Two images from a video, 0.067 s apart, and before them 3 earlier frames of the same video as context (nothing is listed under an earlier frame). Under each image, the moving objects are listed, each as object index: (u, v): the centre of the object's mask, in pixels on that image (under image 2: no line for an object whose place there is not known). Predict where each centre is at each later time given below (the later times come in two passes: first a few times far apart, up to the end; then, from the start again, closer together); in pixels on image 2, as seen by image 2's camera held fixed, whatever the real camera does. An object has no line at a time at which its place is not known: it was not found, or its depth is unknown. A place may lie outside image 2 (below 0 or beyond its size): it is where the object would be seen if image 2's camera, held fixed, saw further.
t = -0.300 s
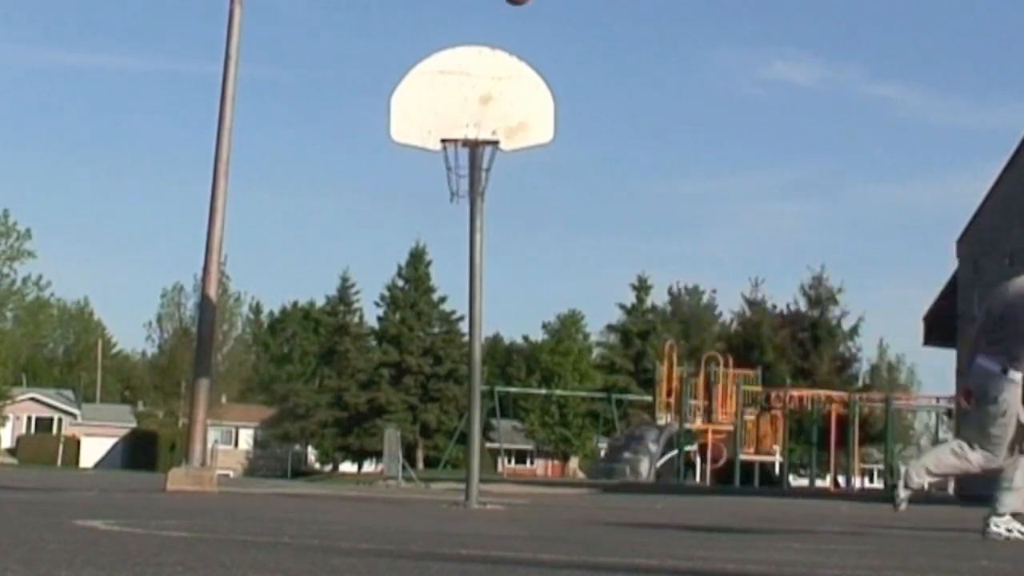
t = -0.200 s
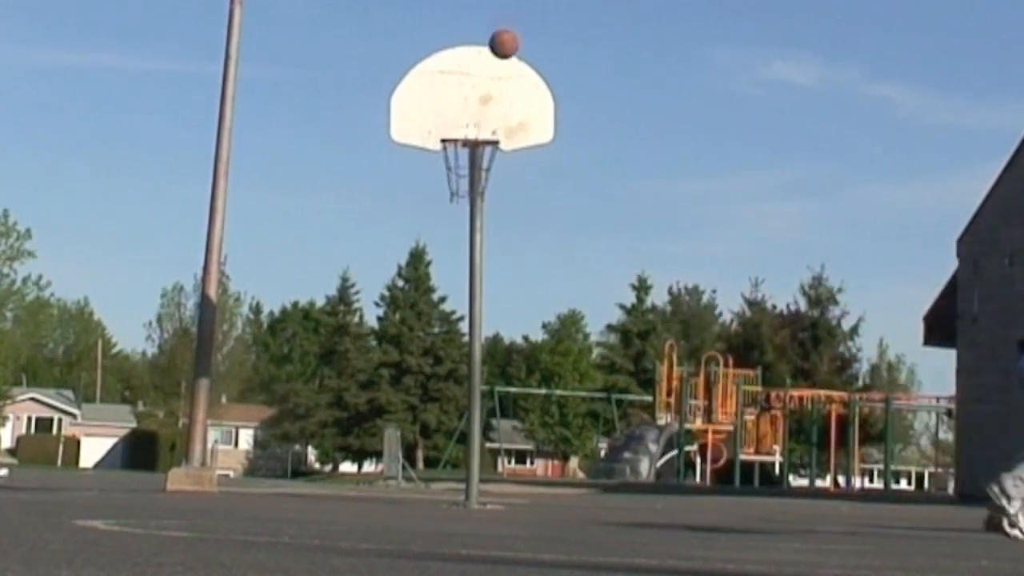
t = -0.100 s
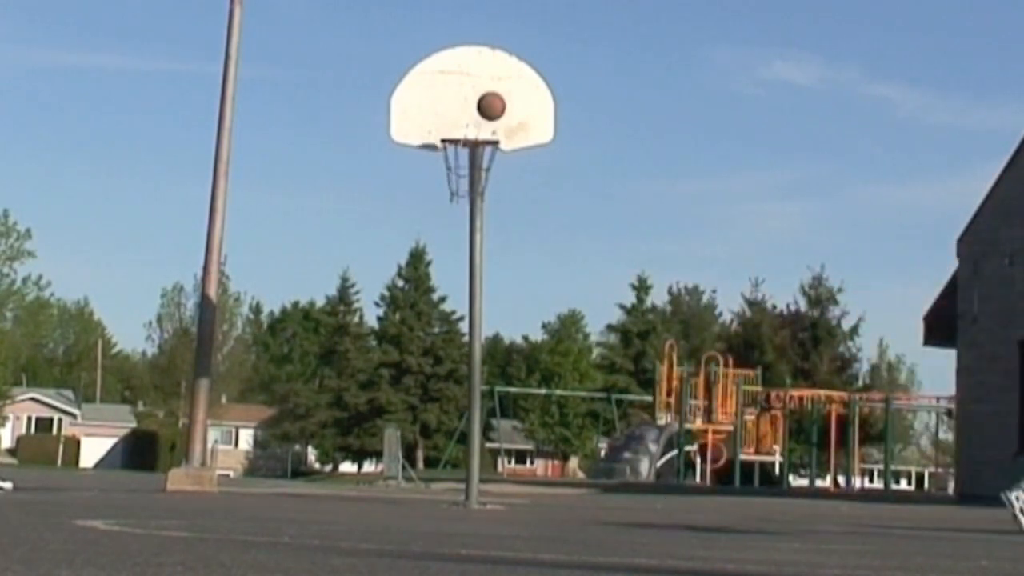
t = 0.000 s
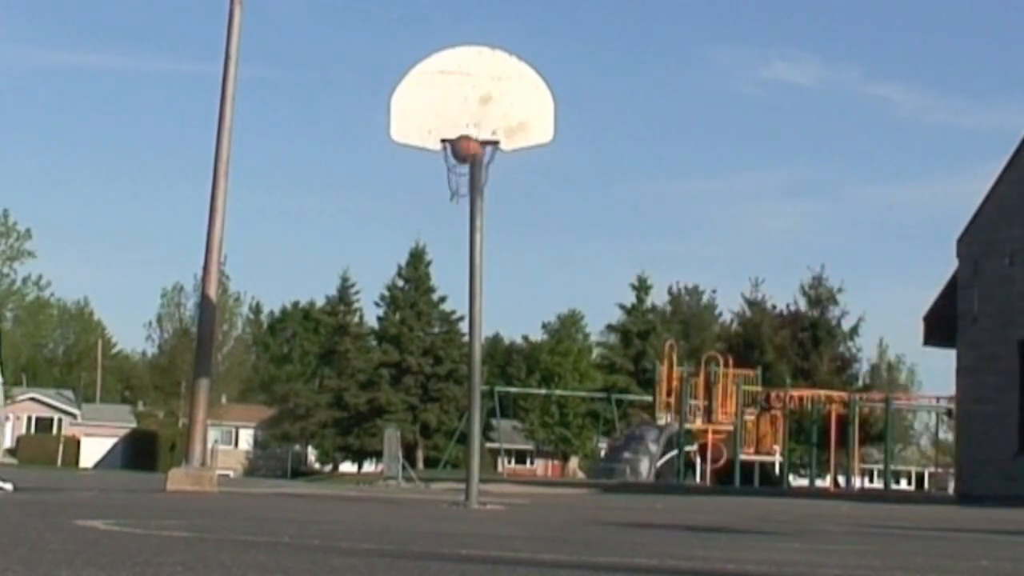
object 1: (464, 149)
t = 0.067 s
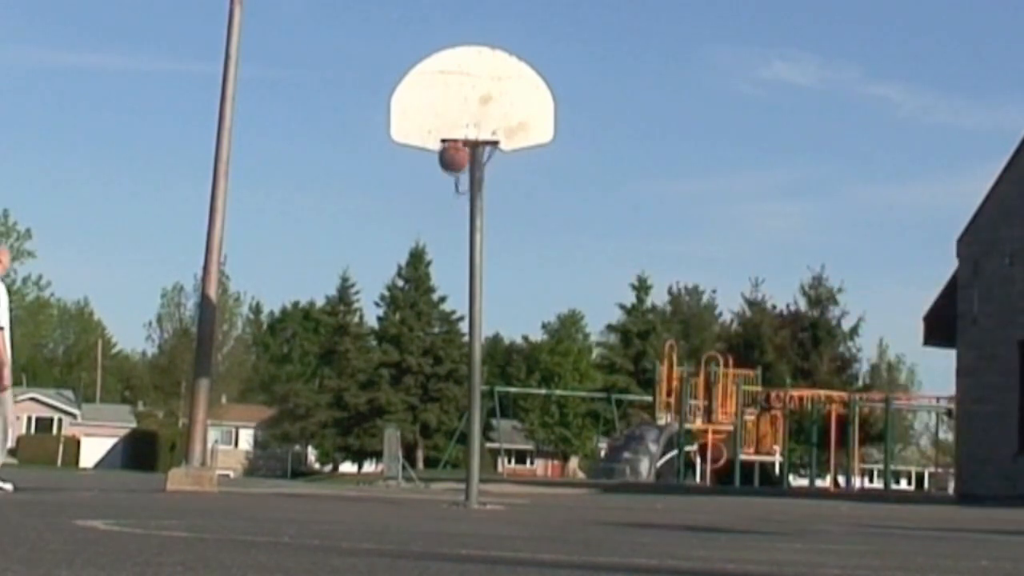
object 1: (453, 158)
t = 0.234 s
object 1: (455, 159)
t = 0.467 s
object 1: (467, 182)
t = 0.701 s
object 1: (484, 232)
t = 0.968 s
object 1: (498, 366)
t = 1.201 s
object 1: (506, 461)
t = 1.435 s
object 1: (510, 352)
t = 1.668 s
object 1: (509, 306)
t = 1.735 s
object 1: (509, 306)
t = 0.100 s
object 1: (452, 158)
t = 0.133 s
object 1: (452, 157)
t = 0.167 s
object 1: (454, 156)
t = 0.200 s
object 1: (455, 158)
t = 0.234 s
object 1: (455, 159)
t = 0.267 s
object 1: (456, 162)
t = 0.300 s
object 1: (457, 165)
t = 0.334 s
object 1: (459, 167)
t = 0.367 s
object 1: (461, 170)
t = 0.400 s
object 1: (464, 174)
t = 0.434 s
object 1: (465, 178)
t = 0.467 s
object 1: (467, 182)
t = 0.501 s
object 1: (470, 187)
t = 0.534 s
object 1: (472, 191)
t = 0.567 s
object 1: (475, 197)
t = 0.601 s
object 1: (477, 204)
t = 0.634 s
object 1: (479, 212)
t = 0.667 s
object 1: (481, 223)
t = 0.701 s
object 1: (484, 232)
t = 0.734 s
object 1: (485, 245)
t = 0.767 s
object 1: (487, 259)
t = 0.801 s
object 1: (488, 273)
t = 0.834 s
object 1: (490, 289)
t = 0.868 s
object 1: (492, 306)
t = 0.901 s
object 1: (494, 324)
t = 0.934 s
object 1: (497, 344)
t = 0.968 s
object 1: (498, 366)
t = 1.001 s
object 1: (500, 388)
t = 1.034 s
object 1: (502, 412)
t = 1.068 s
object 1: (502, 436)
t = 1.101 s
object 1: (503, 465)
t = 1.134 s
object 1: (503, 492)
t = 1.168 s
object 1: (505, 482)
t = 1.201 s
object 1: (506, 461)
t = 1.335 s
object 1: (509, 390)
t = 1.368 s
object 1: (510, 374)
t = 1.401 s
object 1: (510, 363)
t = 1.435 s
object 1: (510, 352)
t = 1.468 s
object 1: (509, 340)
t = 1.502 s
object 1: (509, 332)
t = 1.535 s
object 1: (508, 324)
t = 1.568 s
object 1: (509, 317)
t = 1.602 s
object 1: (508, 312)
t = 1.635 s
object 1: (509, 309)
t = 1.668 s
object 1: (509, 306)
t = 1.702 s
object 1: (509, 305)
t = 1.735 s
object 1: (509, 306)
